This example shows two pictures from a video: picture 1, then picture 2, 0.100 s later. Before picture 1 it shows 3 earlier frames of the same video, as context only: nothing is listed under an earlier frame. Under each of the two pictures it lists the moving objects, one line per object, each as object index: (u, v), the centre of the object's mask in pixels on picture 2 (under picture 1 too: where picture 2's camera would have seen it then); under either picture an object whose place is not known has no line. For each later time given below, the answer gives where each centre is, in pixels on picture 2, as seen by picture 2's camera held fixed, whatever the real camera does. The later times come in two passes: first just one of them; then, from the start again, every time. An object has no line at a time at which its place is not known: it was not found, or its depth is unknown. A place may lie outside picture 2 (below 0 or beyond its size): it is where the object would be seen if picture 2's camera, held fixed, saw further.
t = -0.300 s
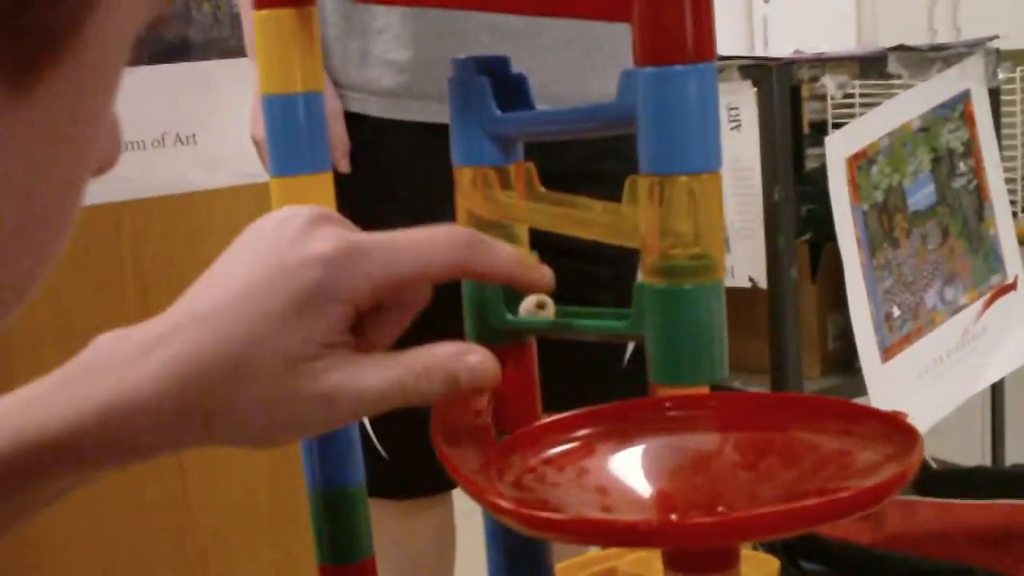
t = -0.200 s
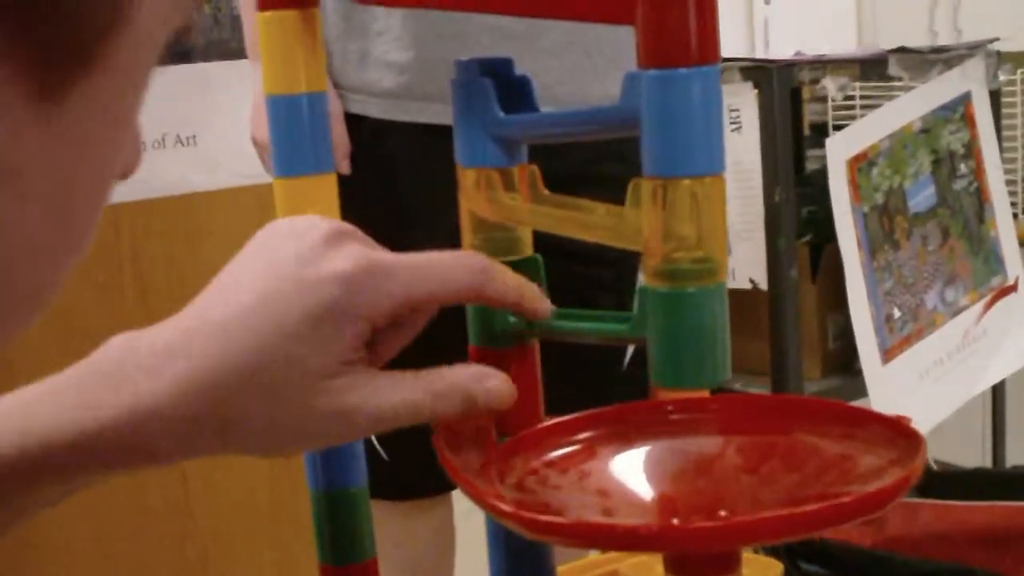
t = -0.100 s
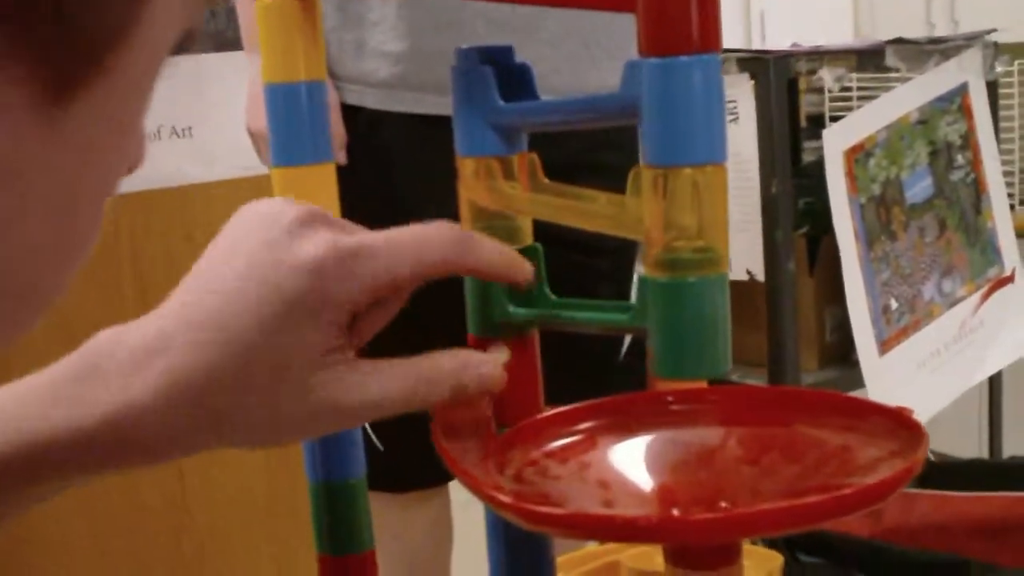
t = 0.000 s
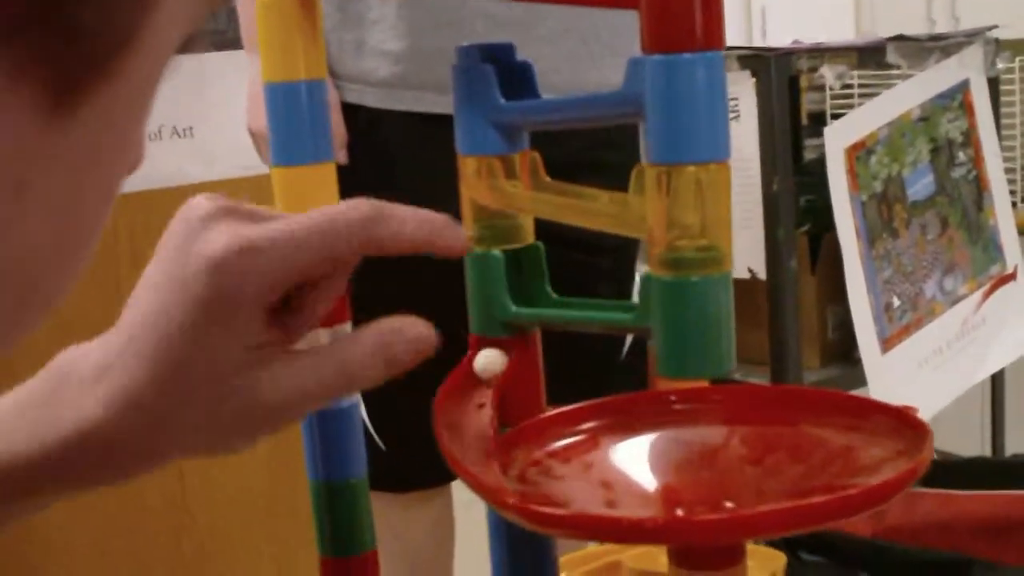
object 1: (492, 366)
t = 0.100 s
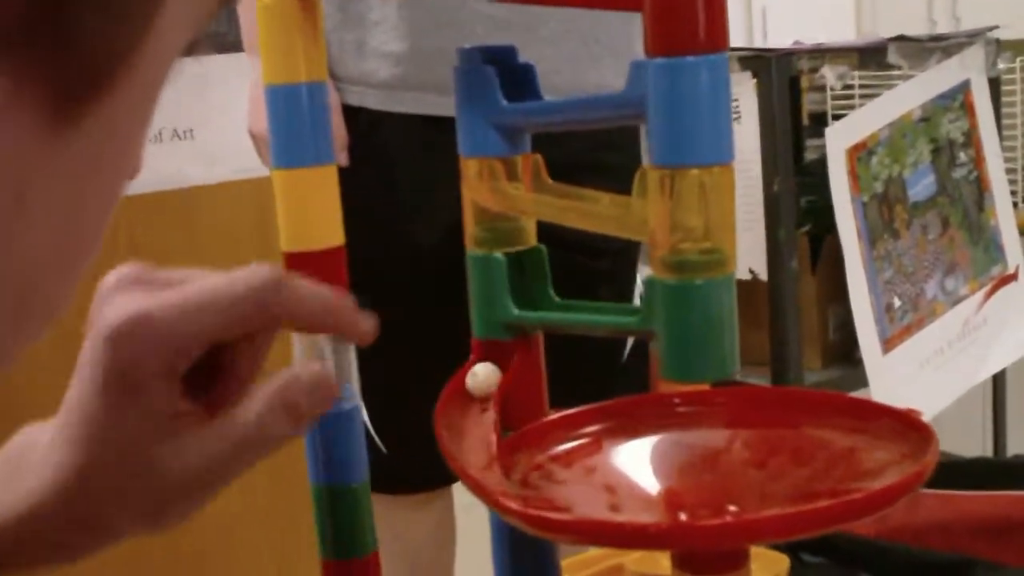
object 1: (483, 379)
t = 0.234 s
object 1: (466, 411)
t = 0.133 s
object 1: (475, 385)
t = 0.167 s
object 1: (473, 394)
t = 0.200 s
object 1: (472, 400)
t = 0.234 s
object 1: (466, 411)
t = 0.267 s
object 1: (464, 420)
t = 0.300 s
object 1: (470, 432)
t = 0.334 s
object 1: (474, 445)
